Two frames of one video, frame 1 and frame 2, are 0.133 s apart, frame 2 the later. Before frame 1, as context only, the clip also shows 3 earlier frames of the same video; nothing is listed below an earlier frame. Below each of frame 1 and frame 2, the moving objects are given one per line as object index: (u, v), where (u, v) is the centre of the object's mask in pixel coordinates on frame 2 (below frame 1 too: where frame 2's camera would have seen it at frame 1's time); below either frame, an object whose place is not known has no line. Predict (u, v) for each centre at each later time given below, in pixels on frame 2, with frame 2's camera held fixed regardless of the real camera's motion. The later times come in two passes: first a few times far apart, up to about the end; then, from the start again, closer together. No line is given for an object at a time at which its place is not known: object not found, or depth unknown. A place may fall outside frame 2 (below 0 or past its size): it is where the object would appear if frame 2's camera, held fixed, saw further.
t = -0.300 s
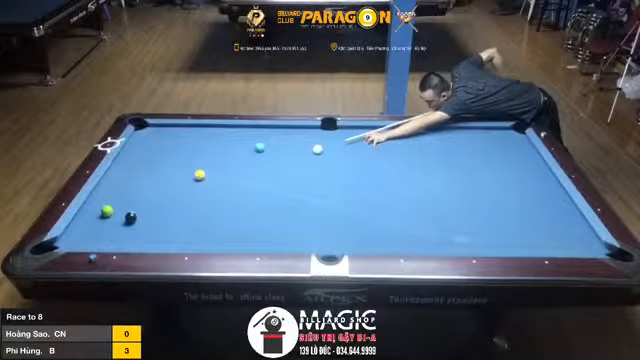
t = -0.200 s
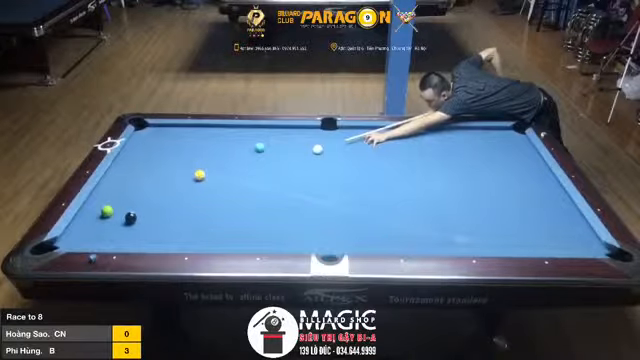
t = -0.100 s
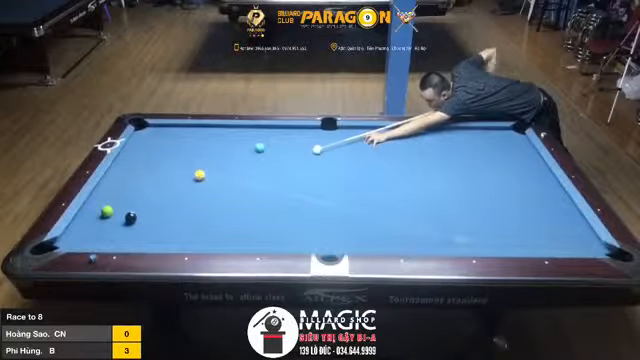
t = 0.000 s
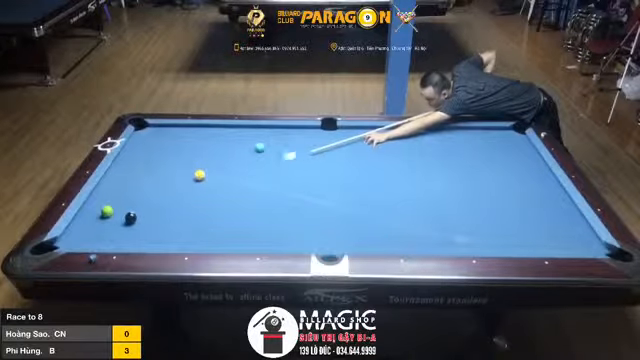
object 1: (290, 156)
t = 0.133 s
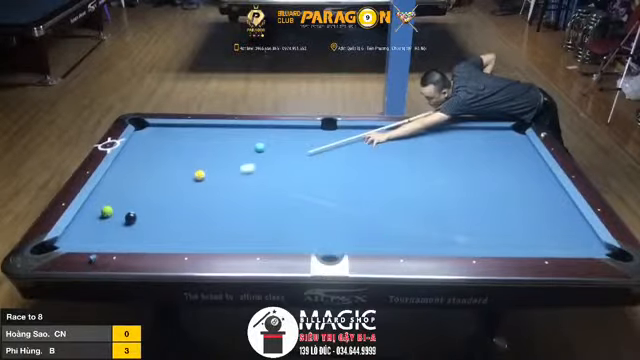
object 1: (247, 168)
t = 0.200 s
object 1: (227, 174)
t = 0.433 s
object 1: (156, 193)
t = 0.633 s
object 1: (105, 203)
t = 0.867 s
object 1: (108, 199)
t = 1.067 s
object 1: (128, 198)
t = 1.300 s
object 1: (148, 196)
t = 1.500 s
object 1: (165, 194)
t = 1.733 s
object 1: (183, 192)
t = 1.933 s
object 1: (197, 190)
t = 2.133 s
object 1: (211, 189)
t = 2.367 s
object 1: (225, 188)
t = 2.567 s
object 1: (239, 186)
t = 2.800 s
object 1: (251, 185)
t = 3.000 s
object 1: (262, 184)
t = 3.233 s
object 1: (273, 182)
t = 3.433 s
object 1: (282, 182)
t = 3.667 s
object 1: (291, 181)
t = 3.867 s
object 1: (298, 180)
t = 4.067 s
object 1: (305, 179)
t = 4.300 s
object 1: (312, 178)
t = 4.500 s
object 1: (317, 178)
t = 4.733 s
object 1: (322, 178)
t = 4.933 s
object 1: (327, 178)
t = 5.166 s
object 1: (331, 177)
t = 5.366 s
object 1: (333, 177)
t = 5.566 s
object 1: (335, 176)
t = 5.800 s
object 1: (336, 176)
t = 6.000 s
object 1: (337, 176)
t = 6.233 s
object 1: (337, 176)
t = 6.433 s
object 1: (337, 176)
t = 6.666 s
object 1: (337, 176)
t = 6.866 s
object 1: (337, 176)
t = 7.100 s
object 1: (337, 176)
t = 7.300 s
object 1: (337, 176)
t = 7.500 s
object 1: (337, 176)
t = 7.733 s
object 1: (337, 176)
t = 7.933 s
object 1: (337, 176)
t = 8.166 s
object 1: (337, 176)
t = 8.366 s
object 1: (337, 176)
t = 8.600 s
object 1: (337, 176)
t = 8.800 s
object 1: (337, 176)
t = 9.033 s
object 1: (337, 176)
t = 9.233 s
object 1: (337, 176)
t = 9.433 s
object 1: (337, 176)
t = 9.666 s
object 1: (337, 176)
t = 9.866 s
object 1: (337, 176)
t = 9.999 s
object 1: (337, 176)
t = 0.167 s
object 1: (237, 171)
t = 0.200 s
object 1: (227, 174)
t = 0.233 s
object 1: (217, 176)
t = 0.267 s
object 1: (207, 179)
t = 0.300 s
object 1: (197, 183)
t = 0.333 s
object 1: (185, 185)
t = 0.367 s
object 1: (177, 187)
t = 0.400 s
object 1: (167, 190)
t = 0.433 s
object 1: (156, 193)
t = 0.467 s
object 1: (145, 196)
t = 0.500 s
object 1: (135, 199)
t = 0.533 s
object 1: (124, 201)
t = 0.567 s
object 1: (115, 204)
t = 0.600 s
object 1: (110, 203)
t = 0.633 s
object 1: (105, 203)
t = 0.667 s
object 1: (99, 202)
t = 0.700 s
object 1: (94, 202)
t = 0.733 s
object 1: (91, 201)
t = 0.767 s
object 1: (96, 200)
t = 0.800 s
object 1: (101, 200)
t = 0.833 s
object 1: (104, 199)
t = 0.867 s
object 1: (108, 199)
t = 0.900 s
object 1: (112, 199)
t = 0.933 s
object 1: (115, 199)
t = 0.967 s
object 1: (118, 198)
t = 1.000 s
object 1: (121, 198)
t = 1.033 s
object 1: (125, 198)
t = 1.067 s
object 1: (128, 198)
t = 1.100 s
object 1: (129, 197)
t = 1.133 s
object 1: (134, 197)
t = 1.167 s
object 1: (136, 196)
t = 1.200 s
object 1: (139, 196)
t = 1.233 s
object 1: (142, 196)
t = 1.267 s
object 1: (145, 196)
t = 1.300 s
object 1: (148, 196)
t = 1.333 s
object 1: (151, 195)
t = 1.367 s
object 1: (153, 195)
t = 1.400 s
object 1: (156, 195)
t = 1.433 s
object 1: (159, 194)
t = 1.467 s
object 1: (161, 194)
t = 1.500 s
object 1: (165, 194)
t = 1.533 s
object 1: (167, 194)
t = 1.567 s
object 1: (170, 194)
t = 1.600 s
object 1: (173, 194)
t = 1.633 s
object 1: (175, 193)
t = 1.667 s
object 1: (178, 193)
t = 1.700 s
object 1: (181, 192)
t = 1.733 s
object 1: (183, 192)
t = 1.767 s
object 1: (185, 192)
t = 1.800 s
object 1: (187, 191)
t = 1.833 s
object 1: (190, 191)
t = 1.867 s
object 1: (191, 191)
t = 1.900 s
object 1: (195, 191)
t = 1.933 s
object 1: (197, 190)
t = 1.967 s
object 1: (200, 190)
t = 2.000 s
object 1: (201, 190)
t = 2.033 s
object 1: (205, 189)
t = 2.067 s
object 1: (207, 190)
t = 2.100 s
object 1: (209, 190)
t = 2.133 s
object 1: (211, 189)
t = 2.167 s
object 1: (214, 189)
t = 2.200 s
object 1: (216, 189)
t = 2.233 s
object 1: (218, 189)
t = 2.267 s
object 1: (220, 189)
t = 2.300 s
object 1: (222, 188)
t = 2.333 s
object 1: (225, 188)
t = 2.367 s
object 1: (225, 188)
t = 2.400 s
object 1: (229, 188)
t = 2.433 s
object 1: (231, 187)
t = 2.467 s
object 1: (233, 187)
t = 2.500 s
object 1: (235, 187)
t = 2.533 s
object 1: (237, 187)
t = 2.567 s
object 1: (239, 186)
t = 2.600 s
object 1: (241, 186)
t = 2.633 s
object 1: (242, 186)
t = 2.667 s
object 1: (244, 186)
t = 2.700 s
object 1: (246, 185)
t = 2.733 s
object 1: (248, 185)
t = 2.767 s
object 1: (250, 185)
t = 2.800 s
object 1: (251, 185)
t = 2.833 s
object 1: (254, 185)
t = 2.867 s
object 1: (255, 185)
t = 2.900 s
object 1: (257, 184)
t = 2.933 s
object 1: (258, 184)
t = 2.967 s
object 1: (260, 184)
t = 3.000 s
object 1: (262, 184)
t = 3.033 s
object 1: (263, 184)
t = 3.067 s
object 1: (265, 183)
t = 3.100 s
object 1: (267, 183)
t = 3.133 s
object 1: (268, 183)
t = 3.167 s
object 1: (270, 183)
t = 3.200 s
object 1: (271, 182)
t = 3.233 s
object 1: (273, 182)
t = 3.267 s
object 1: (275, 182)
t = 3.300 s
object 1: (276, 182)
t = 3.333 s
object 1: (278, 182)
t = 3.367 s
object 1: (279, 182)
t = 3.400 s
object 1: (281, 182)
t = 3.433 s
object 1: (282, 182)
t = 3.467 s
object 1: (284, 182)
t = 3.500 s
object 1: (285, 181)
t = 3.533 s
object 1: (286, 181)
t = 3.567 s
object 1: (287, 182)
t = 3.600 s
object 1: (289, 181)
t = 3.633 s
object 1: (290, 181)
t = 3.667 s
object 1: (291, 181)
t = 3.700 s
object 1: (292, 181)
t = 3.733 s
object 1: (293, 180)
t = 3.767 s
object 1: (295, 180)
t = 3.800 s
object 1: (296, 181)
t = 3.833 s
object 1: (297, 180)
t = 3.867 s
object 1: (298, 180)
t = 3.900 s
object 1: (300, 180)
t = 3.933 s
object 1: (301, 180)
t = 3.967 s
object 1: (301, 180)
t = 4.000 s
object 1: (303, 180)
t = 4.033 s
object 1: (304, 179)
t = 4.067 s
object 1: (305, 179)
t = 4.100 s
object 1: (306, 179)
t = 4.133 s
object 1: (308, 179)
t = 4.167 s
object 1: (308, 179)
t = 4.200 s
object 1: (309, 179)
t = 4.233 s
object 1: (310, 179)
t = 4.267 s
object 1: (311, 179)
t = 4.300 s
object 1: (312, 178)
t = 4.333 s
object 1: (313, 178)
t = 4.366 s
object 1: (314, 178)
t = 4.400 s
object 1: (314, 178)
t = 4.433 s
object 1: (315, 178)
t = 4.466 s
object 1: (316, 178)
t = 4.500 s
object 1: (317, 178)
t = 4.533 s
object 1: (318, 178)
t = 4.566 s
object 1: (319, 178)
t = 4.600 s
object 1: (320, 178)
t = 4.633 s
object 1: (320, 178)
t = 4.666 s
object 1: (321, 178)
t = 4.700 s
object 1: (322, 178)
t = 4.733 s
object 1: (322, 178)
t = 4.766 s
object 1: (323, 178)
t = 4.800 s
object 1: (324, 178)
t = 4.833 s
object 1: (325, 177)
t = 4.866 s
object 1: (326, 178)
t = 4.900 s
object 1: (326, 177)
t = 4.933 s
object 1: (327, 178)
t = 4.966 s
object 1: (328, 178)
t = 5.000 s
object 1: (328, 178)
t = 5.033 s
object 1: (328, 177)
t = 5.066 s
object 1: (329, 177)
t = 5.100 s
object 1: (329, 177)
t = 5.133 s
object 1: (330, 177)
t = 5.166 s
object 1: (331, 177)
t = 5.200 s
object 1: (331, 177)
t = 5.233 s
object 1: (332, 177)
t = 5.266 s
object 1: (332, 177)
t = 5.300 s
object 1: (333, 177)
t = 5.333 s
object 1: (333, 177)
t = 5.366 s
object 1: (333, 177)
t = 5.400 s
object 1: (334, 177)
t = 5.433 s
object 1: (334, 176)
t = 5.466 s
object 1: (334, 176)
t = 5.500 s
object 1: (334, 176)
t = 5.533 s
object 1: (335, 176)
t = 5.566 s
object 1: (335, 176)
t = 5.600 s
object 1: (335, 176)
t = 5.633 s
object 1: (335, 176)
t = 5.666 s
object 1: (336, 176)
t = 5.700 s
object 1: (336, 176)
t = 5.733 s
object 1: (336, 176)
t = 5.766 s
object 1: (336, 176)
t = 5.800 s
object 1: (336, 176)
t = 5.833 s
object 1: (337, 176)
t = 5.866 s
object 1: (337, 176)
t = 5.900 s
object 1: (336, 176)
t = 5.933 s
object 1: (337, 176)
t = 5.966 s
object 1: (337, 176)
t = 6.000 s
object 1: (337, 176)
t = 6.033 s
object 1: (337, 176)
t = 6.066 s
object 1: (337, 176)
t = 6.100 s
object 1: (337, 176)
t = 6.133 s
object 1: (337, 176)
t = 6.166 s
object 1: (337, 176)
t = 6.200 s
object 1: (337, 176)
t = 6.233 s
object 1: (337, 176)
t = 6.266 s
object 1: (337, 176)
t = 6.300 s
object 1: (337, 176)
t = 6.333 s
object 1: (337, 176)
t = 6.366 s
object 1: (337, 176)
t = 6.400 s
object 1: (337, 176)
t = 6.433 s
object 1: (337, 176)
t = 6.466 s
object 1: (337, 176)
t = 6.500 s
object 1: (337, 176)
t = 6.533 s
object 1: (337, 176)
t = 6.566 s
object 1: (337, 176)
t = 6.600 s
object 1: (337, 176)
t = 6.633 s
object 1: (337, 176)
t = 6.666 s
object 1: (337, 176)
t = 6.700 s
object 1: (337, 176)
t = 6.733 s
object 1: (337, 176)
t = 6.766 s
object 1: (337, 176)
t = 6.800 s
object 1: (337, 176)
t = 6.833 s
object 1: (337, 176)
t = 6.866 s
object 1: (337, 176)
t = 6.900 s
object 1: (337, 176)
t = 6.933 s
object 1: (337, 176)
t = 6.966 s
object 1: (337, 176)
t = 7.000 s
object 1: (337, 176)
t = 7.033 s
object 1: (337, 176)
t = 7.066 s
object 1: (337, 176)
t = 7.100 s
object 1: (337, 176)
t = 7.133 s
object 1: (337, 176)
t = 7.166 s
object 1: (337, 176)
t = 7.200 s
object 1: (337, 176)
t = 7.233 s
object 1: (337, 176)
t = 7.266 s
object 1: (337, 176)
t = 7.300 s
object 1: (337, 176)
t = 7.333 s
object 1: (337, 176)
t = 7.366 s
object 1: (337, 176)
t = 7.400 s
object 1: (337, 176)
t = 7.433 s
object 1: (337, 176)
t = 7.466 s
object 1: (337, 176)
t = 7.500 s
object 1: (337, 176)
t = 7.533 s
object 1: (337, 176)
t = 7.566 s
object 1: (337, 176)
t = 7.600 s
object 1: (337, 176)
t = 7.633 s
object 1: (337, 176)
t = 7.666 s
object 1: (337, 176)
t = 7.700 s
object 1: (337, 176)
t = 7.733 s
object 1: (337, 176)
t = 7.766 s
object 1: (337, 176)
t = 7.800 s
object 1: (337, 176)
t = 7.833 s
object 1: (337, 176)
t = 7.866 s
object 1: (337, 176)
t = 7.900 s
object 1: (337, 176)
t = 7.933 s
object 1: (337, 176)
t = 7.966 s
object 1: (337, 176)
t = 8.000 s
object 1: (337, 176)
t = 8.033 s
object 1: (337, 176)
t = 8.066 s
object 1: (337, 176)
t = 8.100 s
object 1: (338, 176)
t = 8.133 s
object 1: (337, 176)
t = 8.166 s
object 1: (337, 176)
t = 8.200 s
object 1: (337, 176)
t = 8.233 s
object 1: (337, 176)
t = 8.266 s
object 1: (337, 176)
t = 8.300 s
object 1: (337, 176)
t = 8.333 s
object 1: (337, 176)
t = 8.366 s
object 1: (337, 176)
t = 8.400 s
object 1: (337, 176)
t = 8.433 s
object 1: (337, 176)
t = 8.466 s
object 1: (337, 176)
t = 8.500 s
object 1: (337, 176)
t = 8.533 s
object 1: (337, 176)
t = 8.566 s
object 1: (337, 176)
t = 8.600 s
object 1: (337, 176)
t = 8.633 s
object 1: (337, 176)
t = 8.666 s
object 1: (337, 176)
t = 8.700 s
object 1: (337, 176)
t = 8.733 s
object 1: (337, 176)
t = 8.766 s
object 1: (337, 176)
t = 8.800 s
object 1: (337, 176)
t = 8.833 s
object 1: (337, 176)
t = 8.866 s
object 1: (337, 176)
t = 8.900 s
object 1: (337, 176)
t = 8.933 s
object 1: (337, 176)
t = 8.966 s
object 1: (337, 176)
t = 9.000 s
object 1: (337, 176)
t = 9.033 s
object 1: (337, 176)
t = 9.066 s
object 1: (337, 176)
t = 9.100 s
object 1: (337, 176)
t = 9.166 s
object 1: (337, 176)
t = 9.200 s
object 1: (337, 176)
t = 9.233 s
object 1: (337, 176)
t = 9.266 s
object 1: (337, 176)
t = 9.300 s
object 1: (337, 176)
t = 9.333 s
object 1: (337, 176)
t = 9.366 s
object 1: (337, 176)
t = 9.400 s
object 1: (337, 176)
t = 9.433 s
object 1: (337, 176)
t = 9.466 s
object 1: (337, 176)
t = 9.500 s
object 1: (337, 176)
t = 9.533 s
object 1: (337, 176)
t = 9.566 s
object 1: (337, 176)
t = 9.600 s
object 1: (337, 176)
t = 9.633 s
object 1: (337, 176)
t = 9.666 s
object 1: (337, 176)
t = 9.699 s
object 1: (337, 176)
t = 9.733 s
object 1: (337, 176)
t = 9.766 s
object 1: (337, 176)
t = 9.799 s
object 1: (337, 176)
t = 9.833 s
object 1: (337, 176)
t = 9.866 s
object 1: (337, 176)
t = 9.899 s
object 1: (337, 176)
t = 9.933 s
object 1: (337, 176)
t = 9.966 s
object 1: (337, 176)
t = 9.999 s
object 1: (337, 176)
